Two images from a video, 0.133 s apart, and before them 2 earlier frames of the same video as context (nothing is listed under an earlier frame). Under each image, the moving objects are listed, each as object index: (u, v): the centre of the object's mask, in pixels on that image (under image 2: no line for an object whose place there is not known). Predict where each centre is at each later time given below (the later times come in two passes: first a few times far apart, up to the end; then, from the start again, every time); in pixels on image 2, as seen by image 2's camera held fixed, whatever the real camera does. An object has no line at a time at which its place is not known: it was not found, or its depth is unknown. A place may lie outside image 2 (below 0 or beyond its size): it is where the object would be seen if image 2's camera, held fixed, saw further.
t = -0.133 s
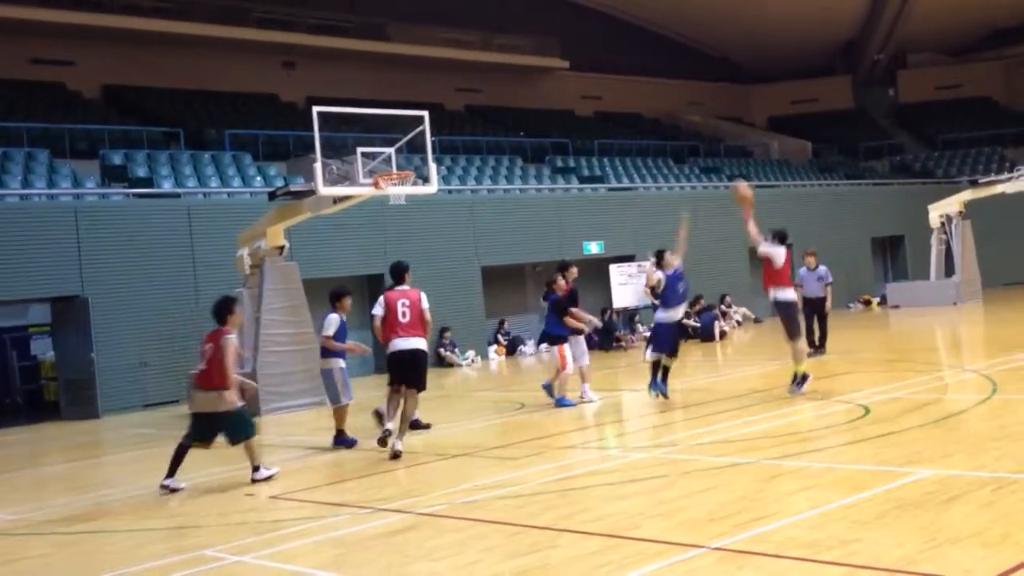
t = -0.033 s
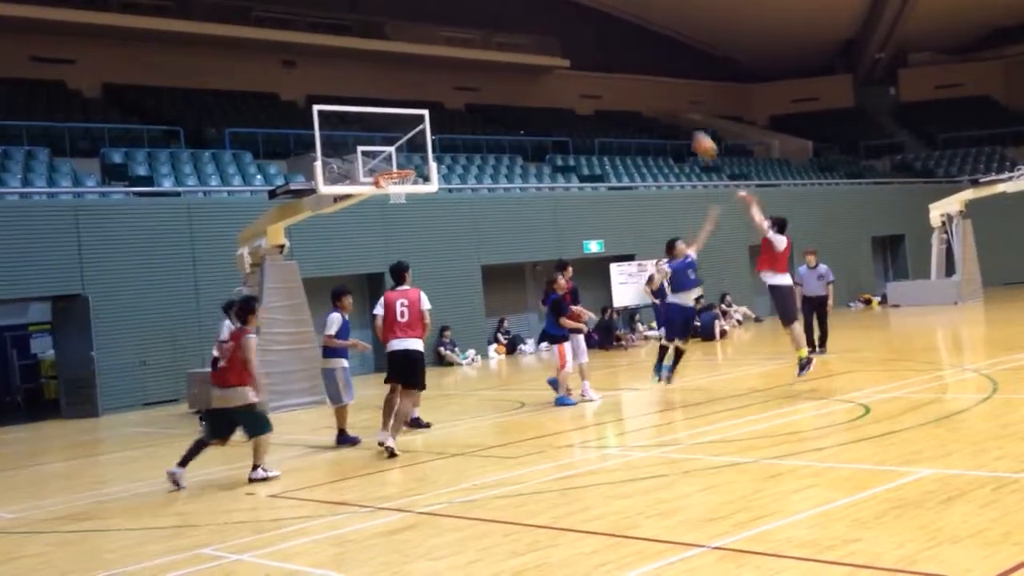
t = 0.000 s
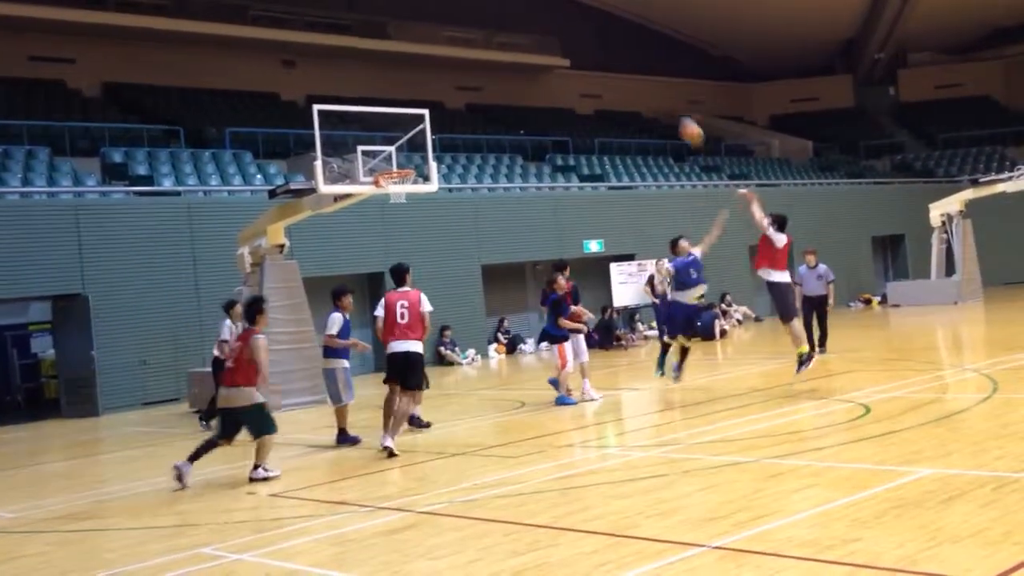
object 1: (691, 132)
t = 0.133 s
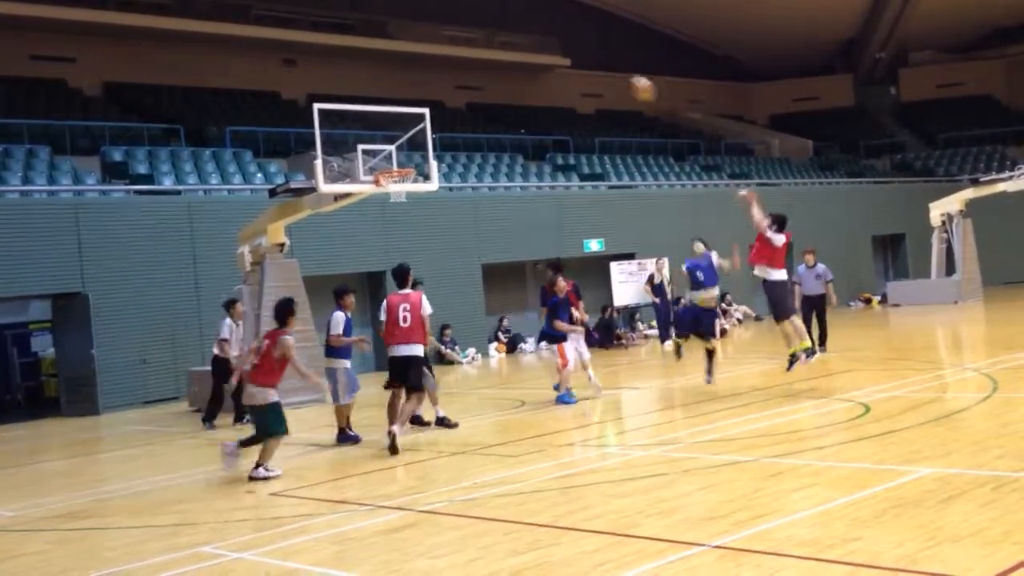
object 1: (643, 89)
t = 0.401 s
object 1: (553, 48)
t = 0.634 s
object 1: (485, 61)
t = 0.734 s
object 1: (458, 78)
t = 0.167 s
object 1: (630, 80)
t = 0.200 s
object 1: (619, 73)
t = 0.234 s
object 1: (608, 66)
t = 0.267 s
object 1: (596, 61)
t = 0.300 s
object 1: (585, 57)
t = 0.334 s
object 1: (575, 52)
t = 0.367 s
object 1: (564, 49)
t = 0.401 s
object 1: (553, 48)
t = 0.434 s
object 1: (543, 47)
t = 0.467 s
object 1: (533, 46)
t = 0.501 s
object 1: (523, 47)
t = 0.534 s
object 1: (513, 49)
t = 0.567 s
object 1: (503, 53)
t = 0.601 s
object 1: (495, 57)
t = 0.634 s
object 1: (485, 61)
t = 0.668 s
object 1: (476, 65)
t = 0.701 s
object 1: (467, 71)
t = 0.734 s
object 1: (458, 78)
